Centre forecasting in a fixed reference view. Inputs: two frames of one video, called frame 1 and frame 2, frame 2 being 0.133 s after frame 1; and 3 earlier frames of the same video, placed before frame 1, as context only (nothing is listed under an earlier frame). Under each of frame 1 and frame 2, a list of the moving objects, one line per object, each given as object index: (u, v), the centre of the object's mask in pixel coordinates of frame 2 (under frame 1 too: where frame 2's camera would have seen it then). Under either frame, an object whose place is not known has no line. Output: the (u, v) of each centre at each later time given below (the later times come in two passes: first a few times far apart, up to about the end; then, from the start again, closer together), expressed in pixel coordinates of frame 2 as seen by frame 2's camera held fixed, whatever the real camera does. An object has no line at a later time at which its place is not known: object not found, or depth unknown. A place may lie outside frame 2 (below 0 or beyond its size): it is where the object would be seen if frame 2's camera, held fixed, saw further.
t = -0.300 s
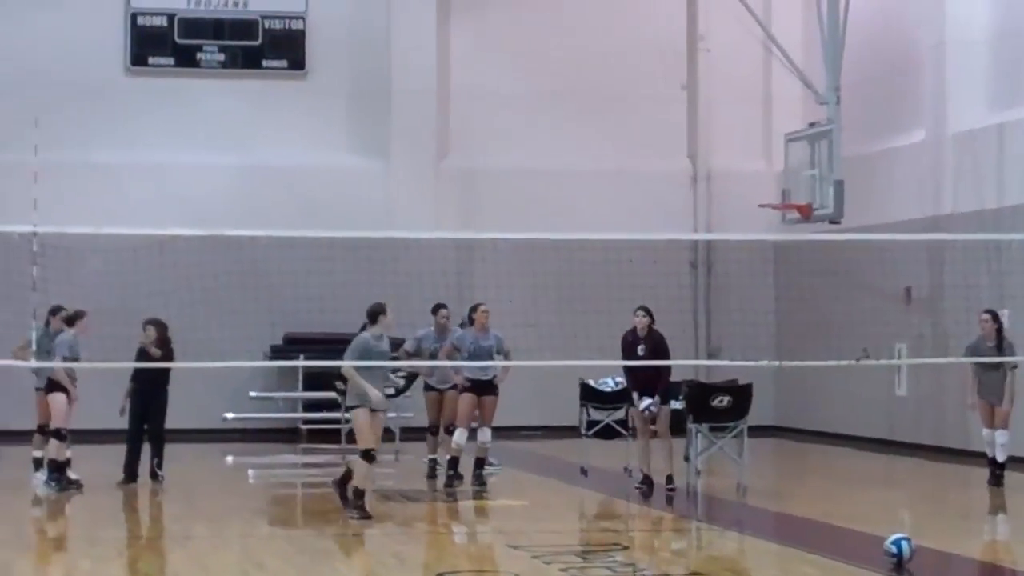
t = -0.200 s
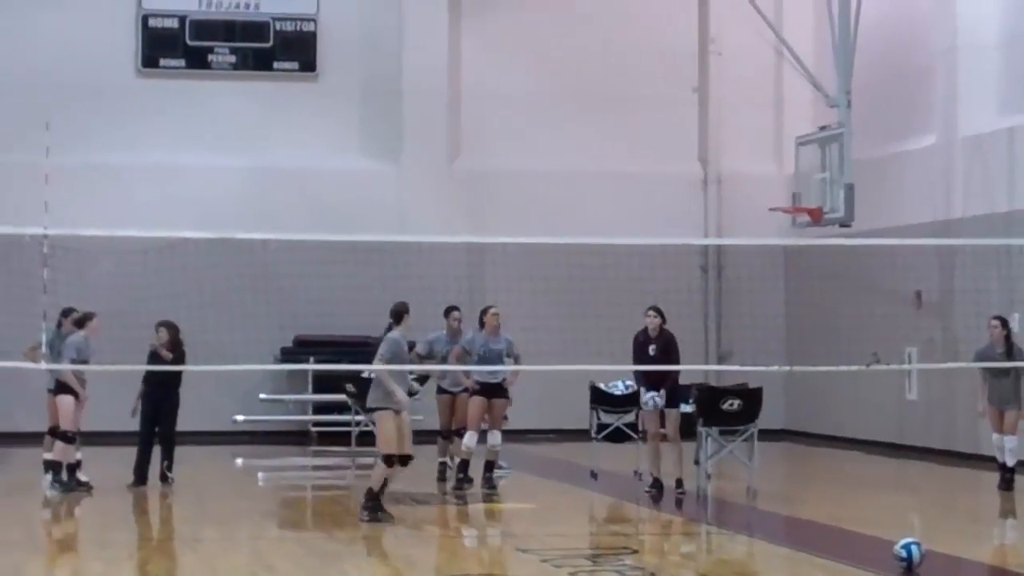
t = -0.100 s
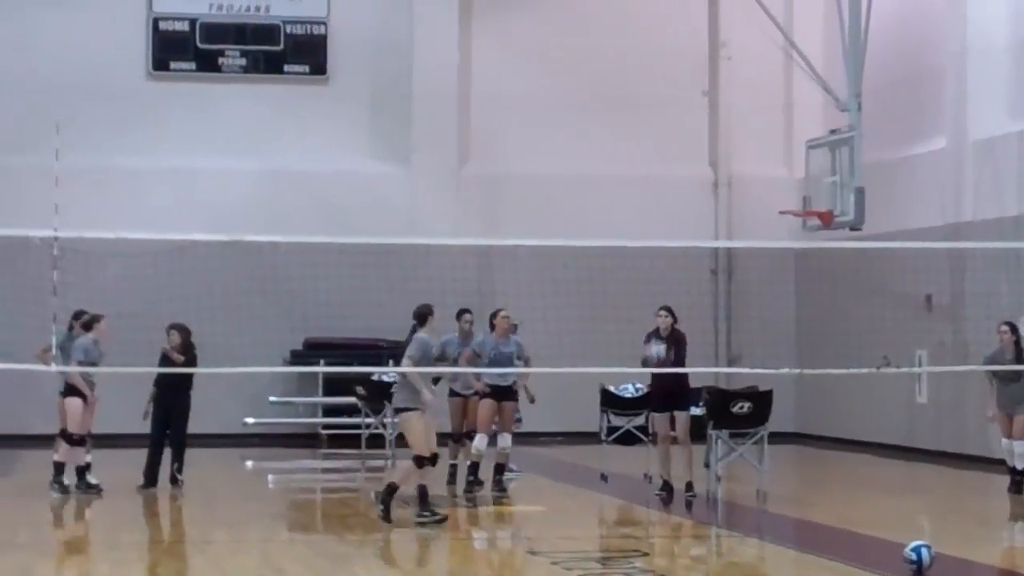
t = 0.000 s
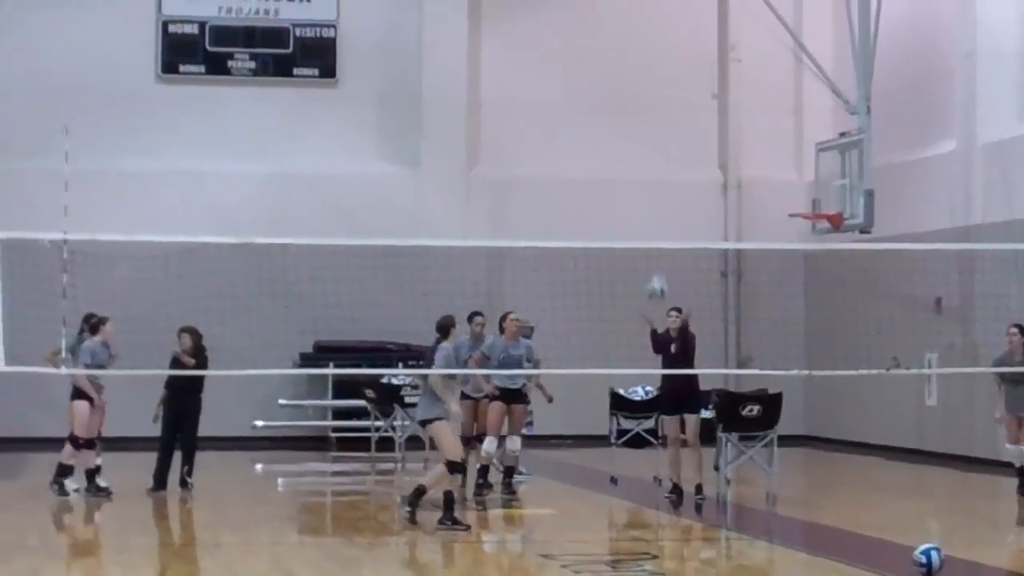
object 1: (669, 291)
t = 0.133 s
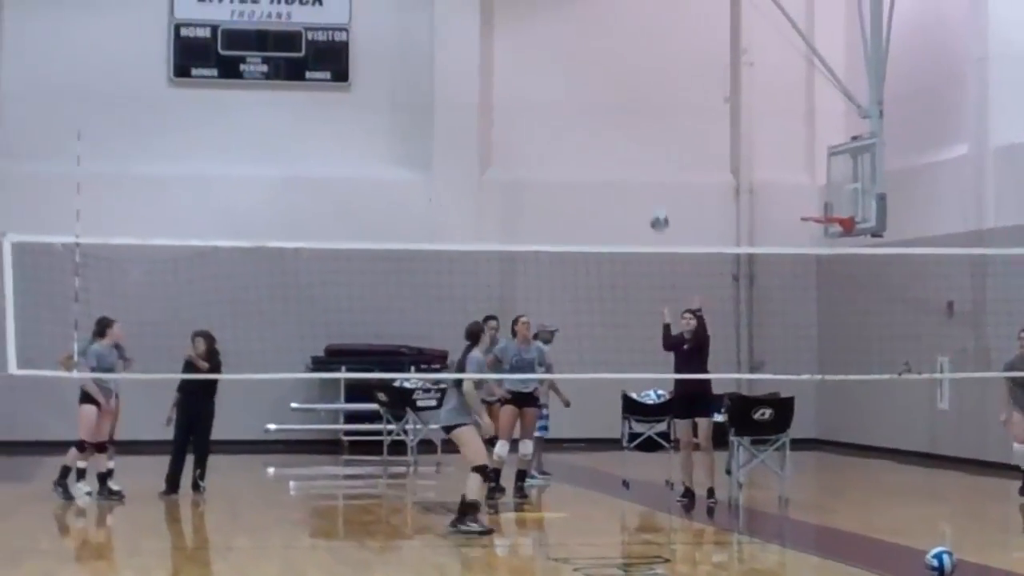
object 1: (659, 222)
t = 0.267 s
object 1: (651, 165)
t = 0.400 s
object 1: (641, 125)
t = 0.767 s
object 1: (611, 117)
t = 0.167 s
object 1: (657, 204)
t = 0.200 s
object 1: (655, 190)
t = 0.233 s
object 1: (652, 177)
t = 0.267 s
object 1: (651, 165)
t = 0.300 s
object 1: (648, 153)
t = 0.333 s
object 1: (645, 142)
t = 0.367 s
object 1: (643, 133)
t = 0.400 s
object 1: (641, 125)
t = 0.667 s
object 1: (619, 104)
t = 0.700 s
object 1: (616, 107)
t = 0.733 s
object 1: (614, 111)
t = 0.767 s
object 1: (611, 117)
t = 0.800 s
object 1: (607, 124)
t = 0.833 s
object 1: (604, 133)
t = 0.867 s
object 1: (601, 142)
